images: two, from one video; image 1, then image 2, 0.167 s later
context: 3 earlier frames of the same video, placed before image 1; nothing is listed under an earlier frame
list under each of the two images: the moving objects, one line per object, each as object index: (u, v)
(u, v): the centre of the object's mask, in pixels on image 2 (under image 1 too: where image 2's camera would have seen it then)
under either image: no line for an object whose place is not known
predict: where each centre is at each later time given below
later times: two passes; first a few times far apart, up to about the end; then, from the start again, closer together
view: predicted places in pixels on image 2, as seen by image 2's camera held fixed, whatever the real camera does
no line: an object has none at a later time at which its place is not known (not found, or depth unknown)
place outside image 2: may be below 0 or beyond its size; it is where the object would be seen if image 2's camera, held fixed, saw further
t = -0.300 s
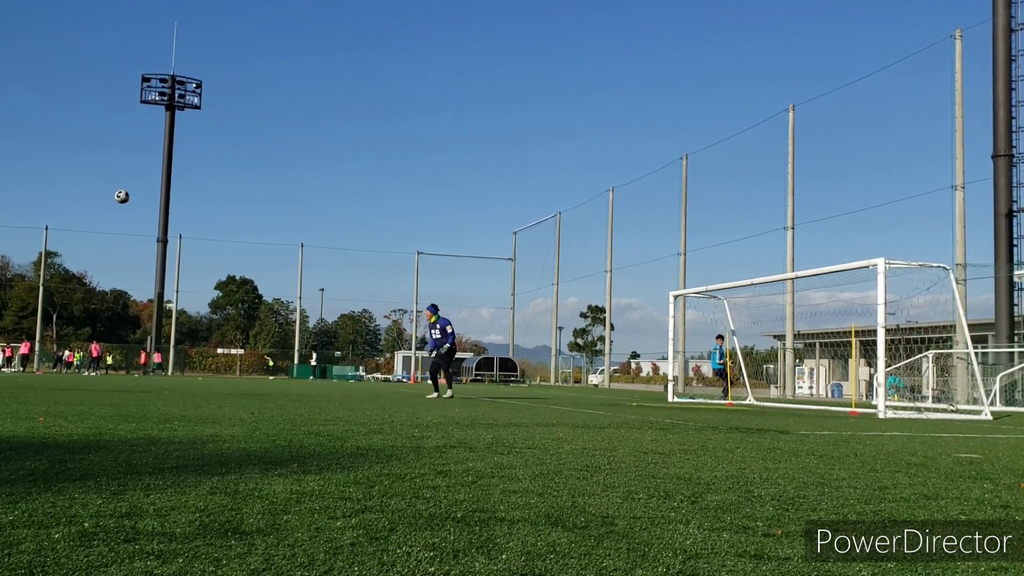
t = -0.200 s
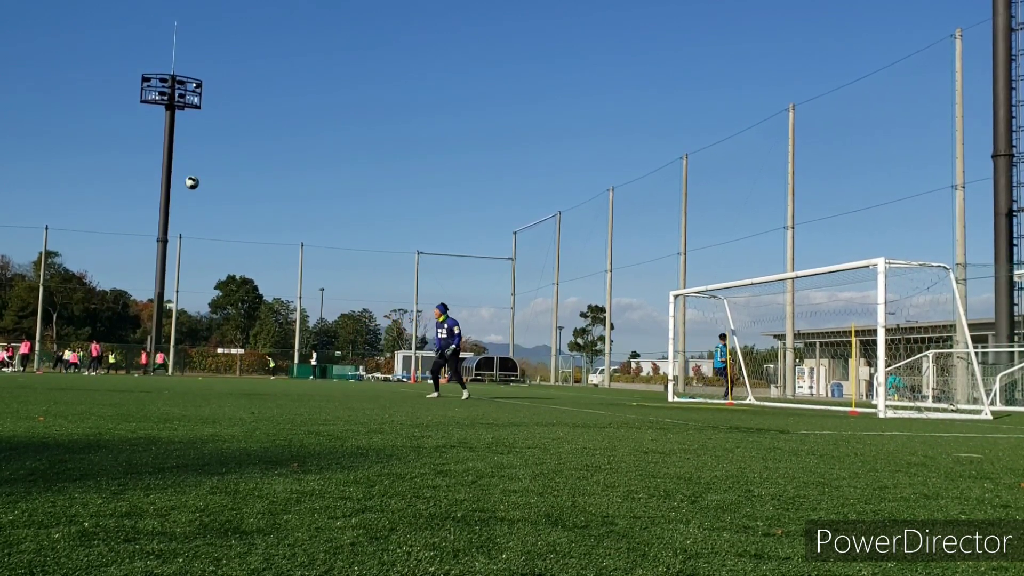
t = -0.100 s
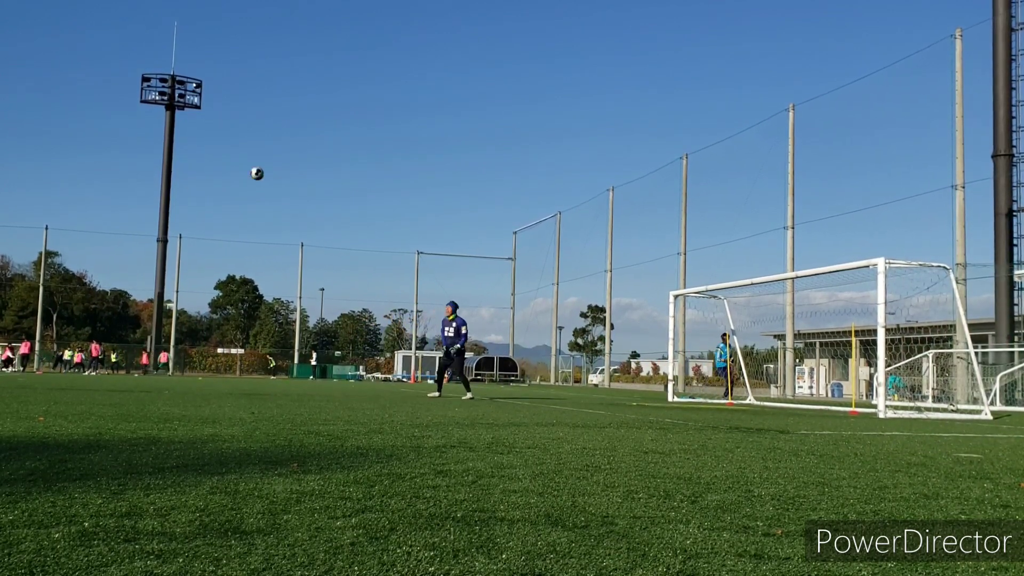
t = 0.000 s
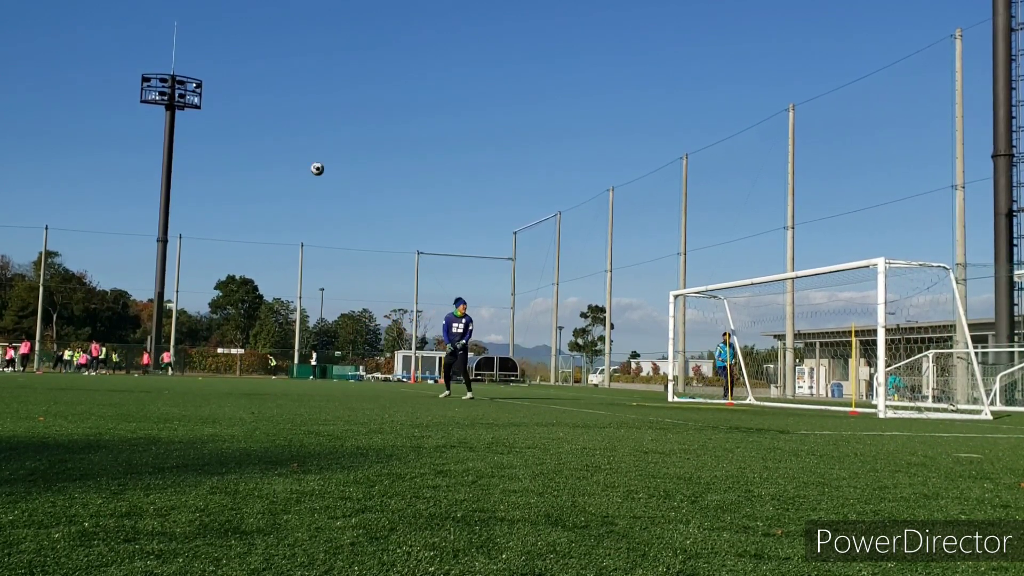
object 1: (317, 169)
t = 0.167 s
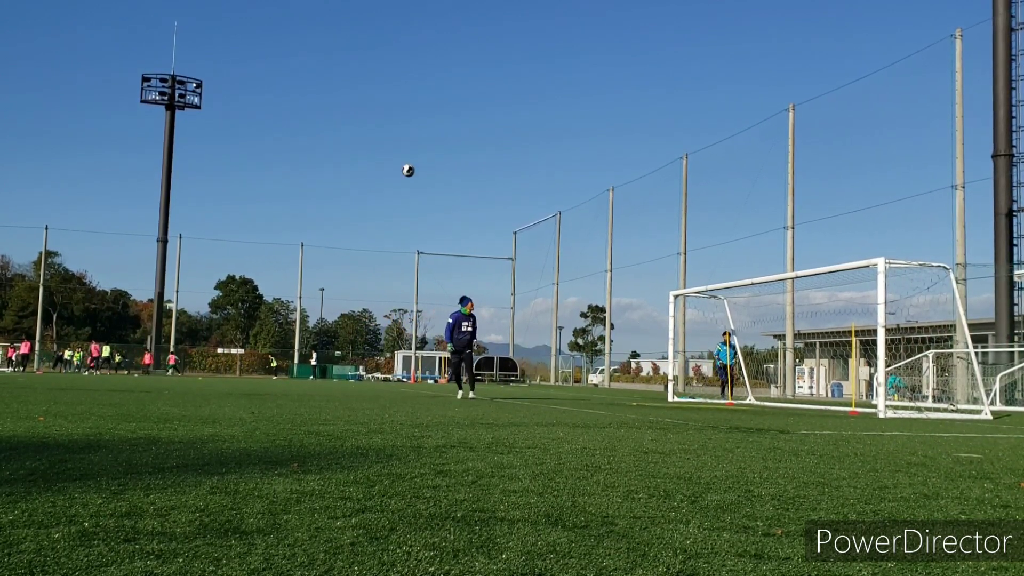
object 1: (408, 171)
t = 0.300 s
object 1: (473, 179)
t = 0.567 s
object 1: (590, 218)
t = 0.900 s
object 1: (721, 298)
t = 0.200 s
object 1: (425, 172)
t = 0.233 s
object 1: (441, 174)
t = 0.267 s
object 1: (457, 177)
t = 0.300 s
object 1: (473, 179)
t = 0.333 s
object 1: (489, 183)
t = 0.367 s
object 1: (504, 187)
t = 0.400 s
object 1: (519, 191)
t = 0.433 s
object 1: (533, 196)
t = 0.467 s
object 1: (548, 201)
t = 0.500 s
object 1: (563, 206)
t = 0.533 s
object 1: (576, 211)
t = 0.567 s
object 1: (590, 218)
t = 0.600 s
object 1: (604, 225)
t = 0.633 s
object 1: (617, 231)
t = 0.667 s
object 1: (631, 239)
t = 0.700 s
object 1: (644, 246)
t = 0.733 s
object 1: (657, 254)
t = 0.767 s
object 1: (670, 262)
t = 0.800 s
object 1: (683, 270)
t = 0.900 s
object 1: (721, 298)
